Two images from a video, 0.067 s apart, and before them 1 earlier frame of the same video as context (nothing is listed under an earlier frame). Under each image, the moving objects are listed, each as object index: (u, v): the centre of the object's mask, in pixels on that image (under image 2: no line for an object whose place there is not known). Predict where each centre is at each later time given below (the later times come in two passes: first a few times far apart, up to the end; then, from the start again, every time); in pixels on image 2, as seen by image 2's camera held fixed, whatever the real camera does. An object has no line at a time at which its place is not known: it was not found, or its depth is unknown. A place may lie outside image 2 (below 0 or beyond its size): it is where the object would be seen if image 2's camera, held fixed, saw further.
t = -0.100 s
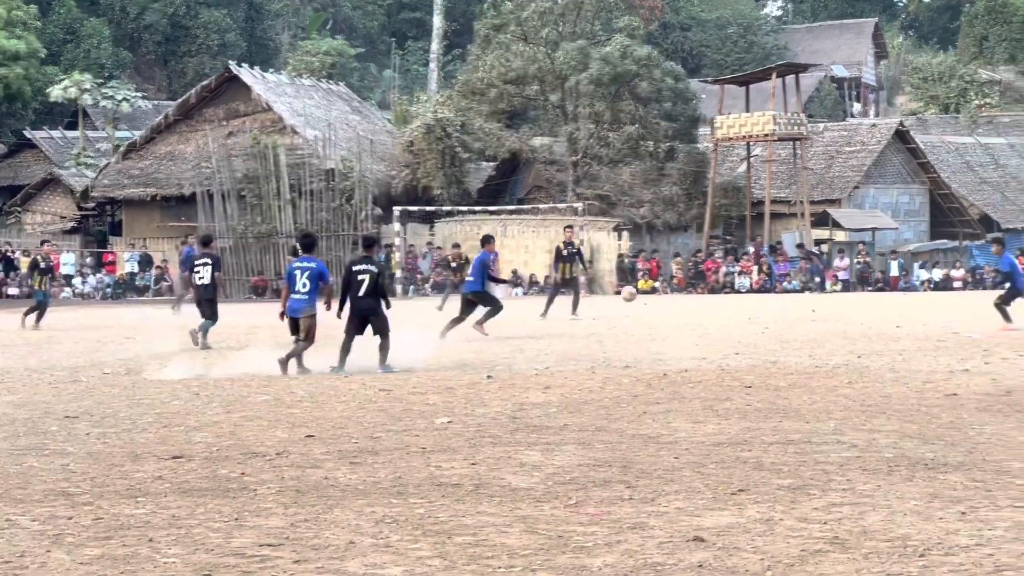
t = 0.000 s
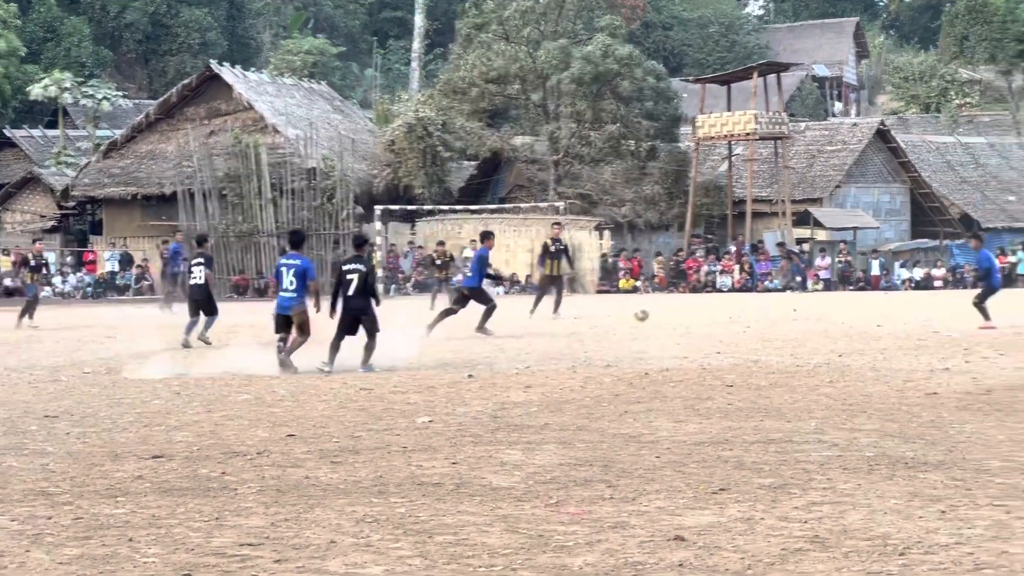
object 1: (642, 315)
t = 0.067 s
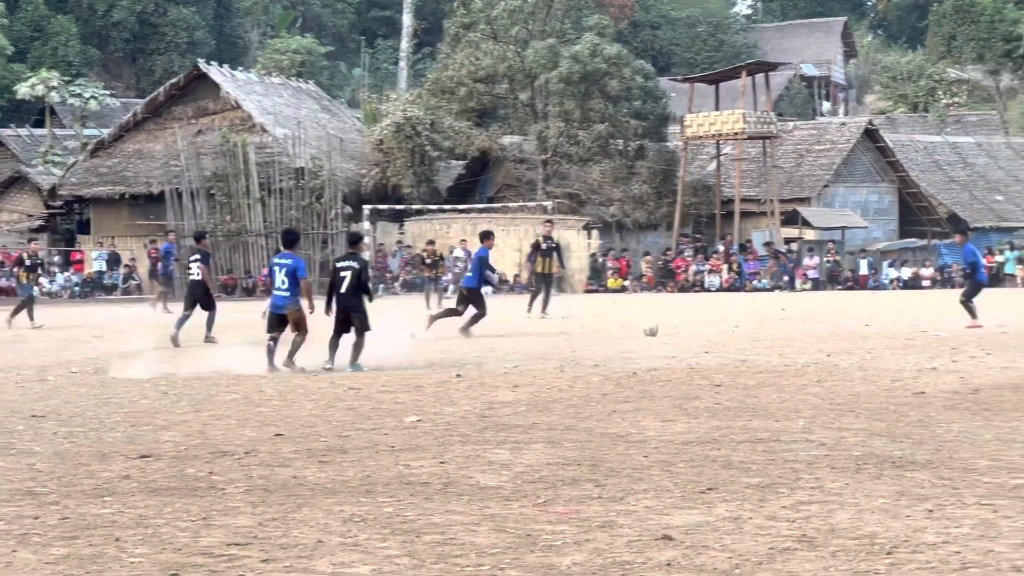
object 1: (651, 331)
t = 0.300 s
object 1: (686, 302)
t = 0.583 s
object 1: (728, 317)
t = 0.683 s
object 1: (743, 327)
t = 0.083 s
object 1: (654, 330)
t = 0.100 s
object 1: (657, 326)
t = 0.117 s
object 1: (659, 323)
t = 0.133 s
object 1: (661, 319)
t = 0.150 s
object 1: (663, 317)
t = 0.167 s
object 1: (666, 315)
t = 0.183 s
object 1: (668, 312)
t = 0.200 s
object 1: (671, 309)
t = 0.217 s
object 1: (674, 307)
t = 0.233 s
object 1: (675, 305)
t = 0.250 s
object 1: (678, 305)
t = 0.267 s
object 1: (681, 304)
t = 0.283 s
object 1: (683, 303)
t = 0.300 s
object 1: (686, 302)
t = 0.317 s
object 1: (688, 300)
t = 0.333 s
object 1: (690, 299)
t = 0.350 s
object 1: (692, 299)
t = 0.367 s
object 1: (695, 299)
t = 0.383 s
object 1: (698, 299)
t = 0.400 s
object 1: (700, 299)
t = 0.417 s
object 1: (703, 300)
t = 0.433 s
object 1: (705, 300)
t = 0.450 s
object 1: (708, 302)
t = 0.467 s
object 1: (710, 303)
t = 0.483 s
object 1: (713, 305)
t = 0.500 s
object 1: (715, 307)
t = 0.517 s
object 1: (717, 308)
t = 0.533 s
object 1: (720, 309)
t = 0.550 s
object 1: (723, 311)
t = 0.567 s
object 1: (726, 314)
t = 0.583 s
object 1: (728, 317)
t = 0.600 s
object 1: (731, 319)
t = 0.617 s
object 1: (733, 322)
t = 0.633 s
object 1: (734, 323)
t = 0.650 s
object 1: (737, 327)
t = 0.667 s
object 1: (740, 326)
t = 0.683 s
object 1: (743, 327)
